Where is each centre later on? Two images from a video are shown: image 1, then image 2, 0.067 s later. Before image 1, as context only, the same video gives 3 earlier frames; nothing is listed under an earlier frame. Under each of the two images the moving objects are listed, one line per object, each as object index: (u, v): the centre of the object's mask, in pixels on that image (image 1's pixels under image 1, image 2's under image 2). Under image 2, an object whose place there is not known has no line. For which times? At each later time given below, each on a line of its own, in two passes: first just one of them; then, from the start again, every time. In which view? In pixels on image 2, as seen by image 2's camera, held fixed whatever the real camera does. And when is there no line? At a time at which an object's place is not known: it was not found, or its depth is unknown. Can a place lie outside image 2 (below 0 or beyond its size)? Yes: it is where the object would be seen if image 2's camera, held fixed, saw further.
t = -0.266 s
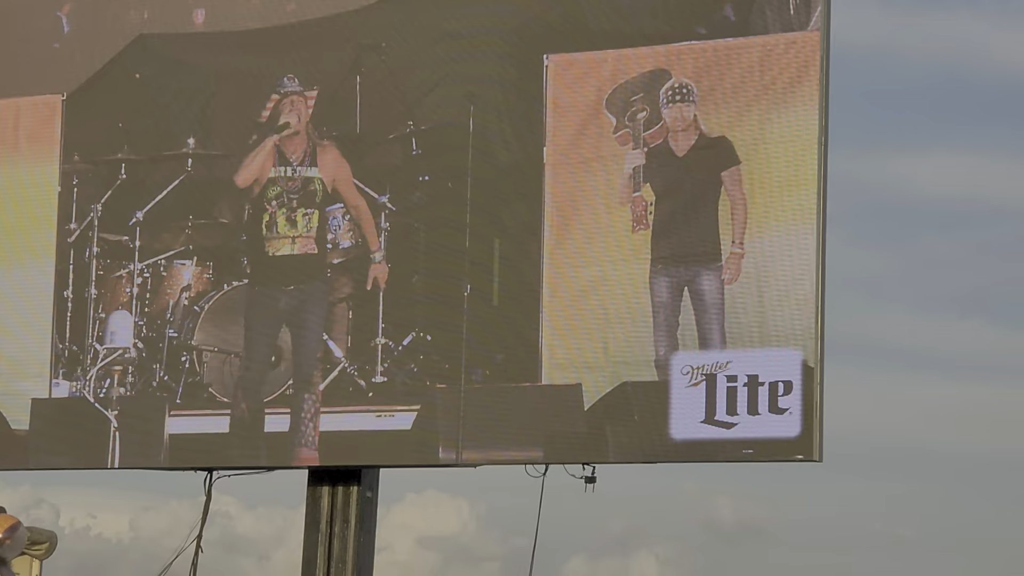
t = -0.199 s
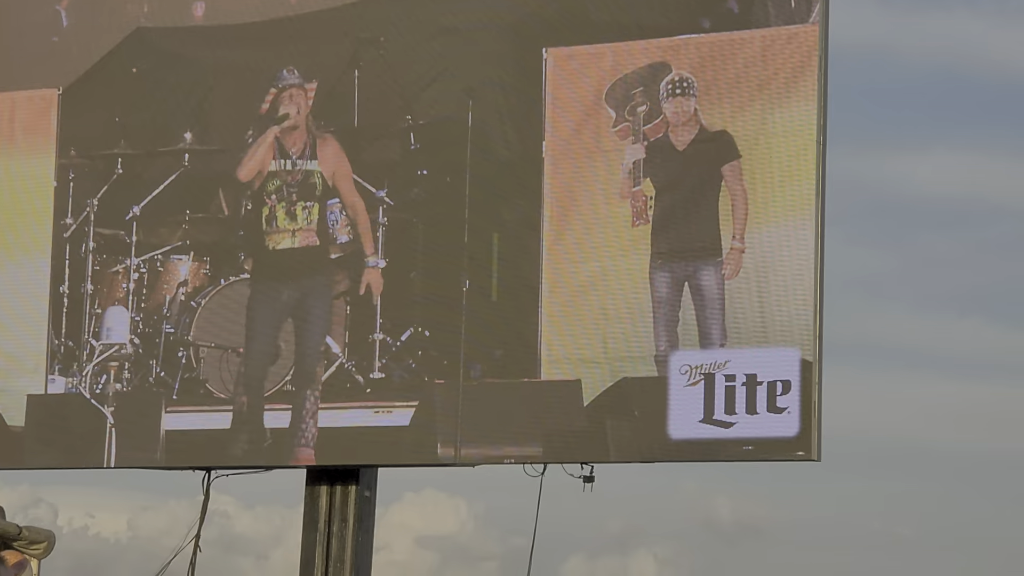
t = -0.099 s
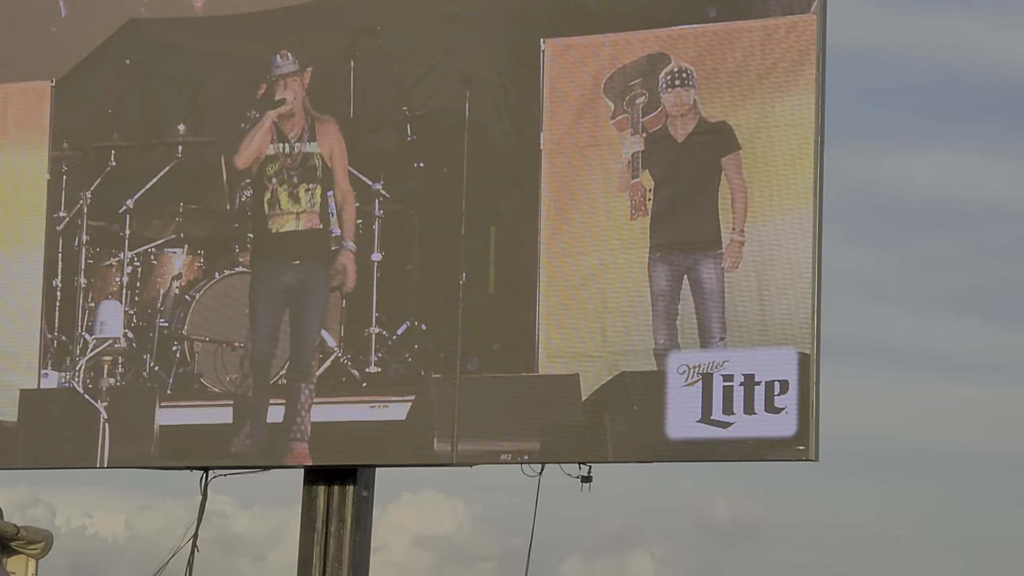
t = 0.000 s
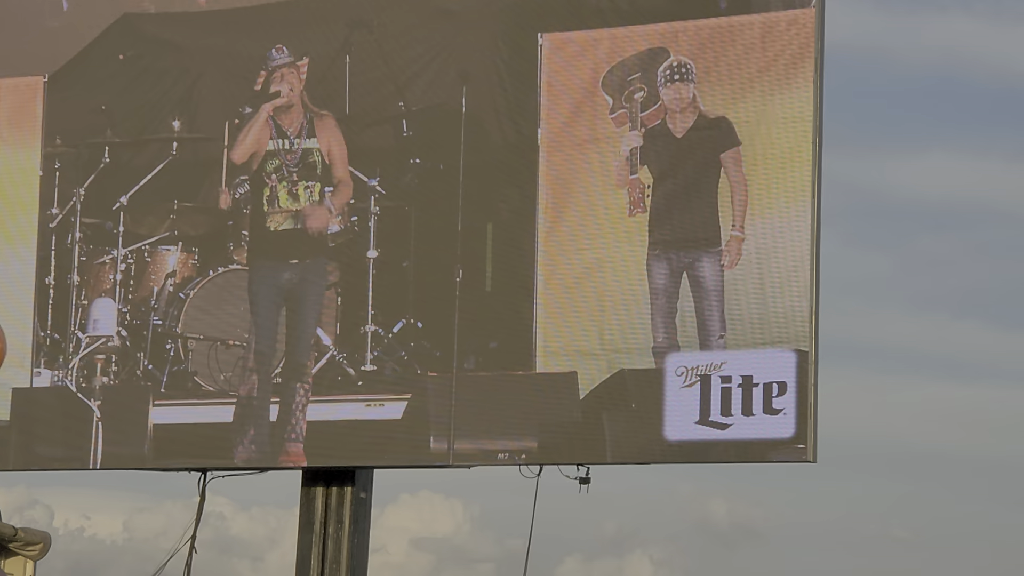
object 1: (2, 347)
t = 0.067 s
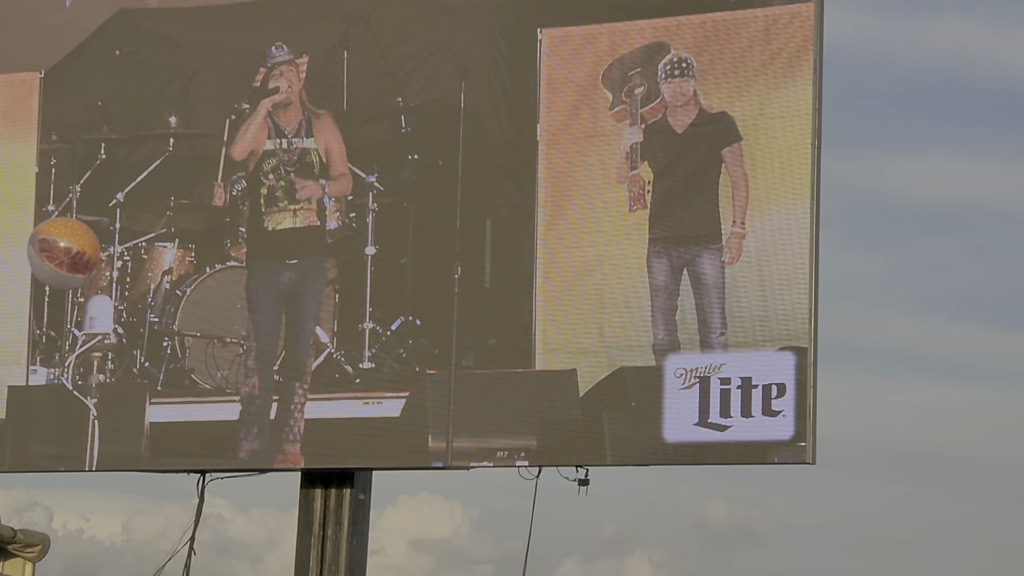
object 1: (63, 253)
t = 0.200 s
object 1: (211, 125)
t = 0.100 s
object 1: (105, 216)
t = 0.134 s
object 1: (144, 183)
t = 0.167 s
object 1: (179, 153)
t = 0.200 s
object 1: (211, 125)
